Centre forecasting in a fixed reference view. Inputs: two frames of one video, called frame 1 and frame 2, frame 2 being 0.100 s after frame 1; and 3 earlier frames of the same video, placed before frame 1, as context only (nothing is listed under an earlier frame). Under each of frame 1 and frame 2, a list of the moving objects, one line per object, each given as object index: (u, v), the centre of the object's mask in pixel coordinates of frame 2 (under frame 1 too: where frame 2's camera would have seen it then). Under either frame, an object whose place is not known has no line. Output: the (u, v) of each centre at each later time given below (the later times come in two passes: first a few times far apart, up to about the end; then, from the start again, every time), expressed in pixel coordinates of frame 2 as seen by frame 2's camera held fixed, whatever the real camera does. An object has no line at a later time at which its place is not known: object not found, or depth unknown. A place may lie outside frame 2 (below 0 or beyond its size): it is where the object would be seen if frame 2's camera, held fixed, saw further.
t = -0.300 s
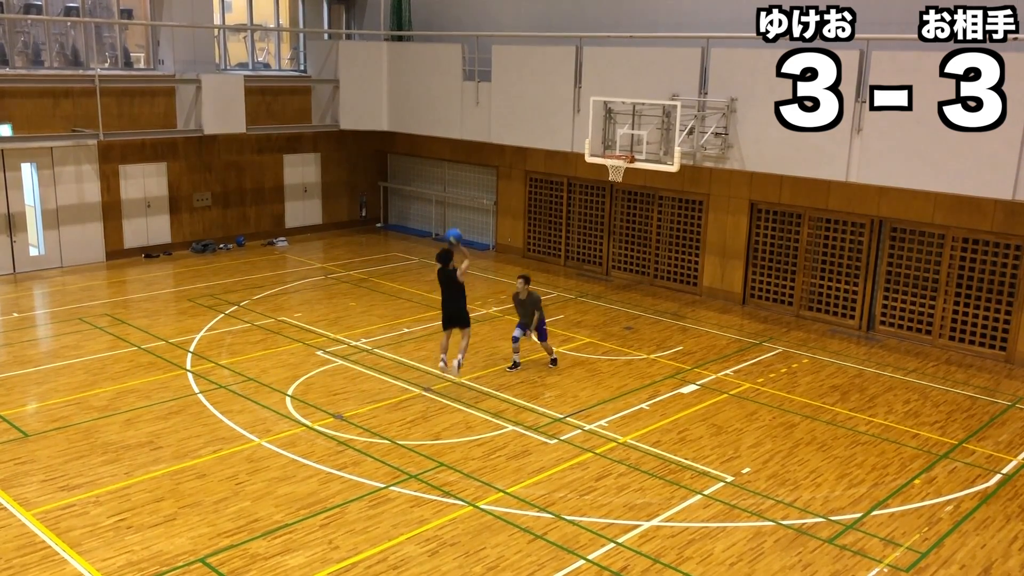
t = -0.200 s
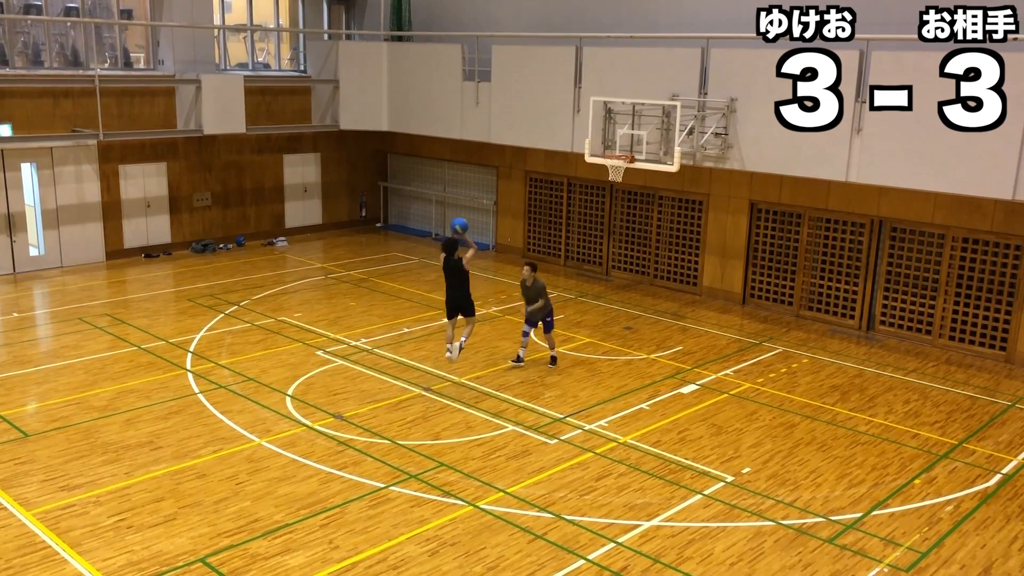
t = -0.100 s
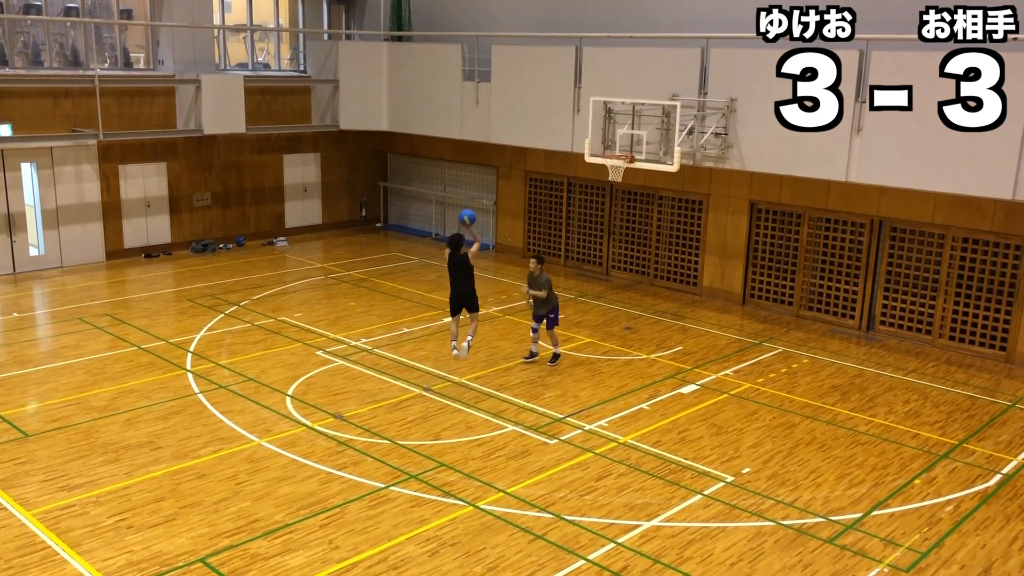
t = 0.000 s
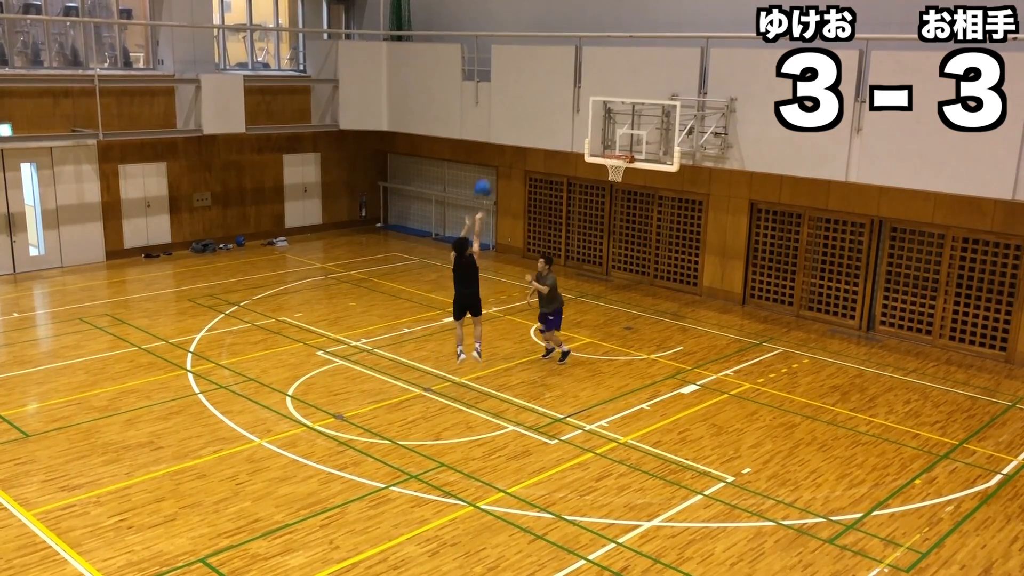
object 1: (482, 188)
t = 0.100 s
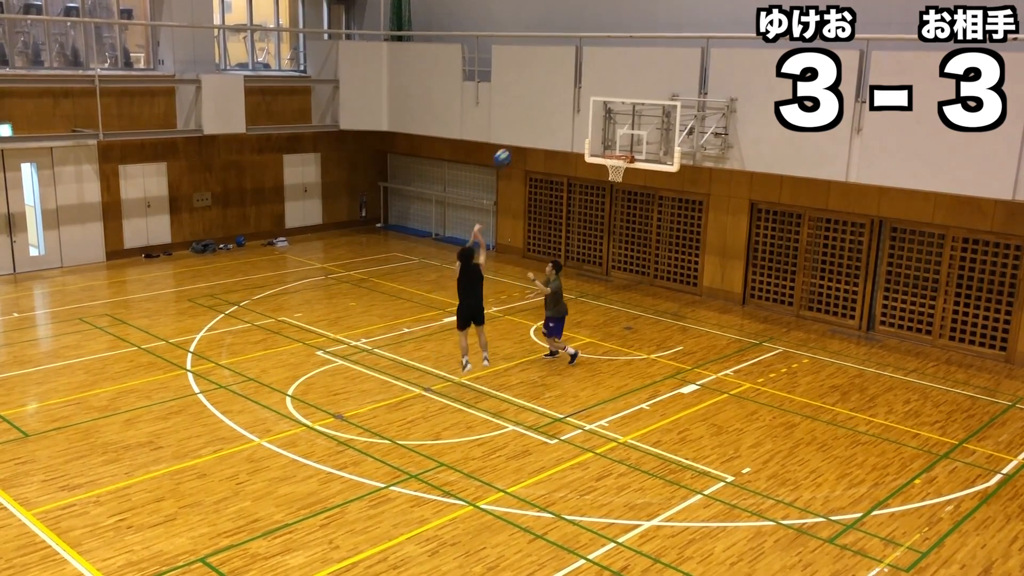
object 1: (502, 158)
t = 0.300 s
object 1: (538, 121)
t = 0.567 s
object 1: (581, 116)
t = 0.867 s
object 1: (617, 160)
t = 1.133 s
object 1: (613, 172)
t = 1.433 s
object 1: (609, 226)
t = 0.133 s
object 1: (509, 149)
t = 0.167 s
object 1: (515, 142)
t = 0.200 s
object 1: (521, 135)
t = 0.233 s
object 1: (527, 130)
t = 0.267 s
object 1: (533, 125)
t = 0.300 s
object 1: (538, 121)
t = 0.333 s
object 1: (544, 118)
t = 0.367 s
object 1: (550, 115)
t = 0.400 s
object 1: (555, 113)
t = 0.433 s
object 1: (561, 112)
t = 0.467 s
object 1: (566, 112)
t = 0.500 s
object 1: (571, 113)
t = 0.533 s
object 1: (576, 114)
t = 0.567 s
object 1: (581, 116)
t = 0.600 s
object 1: (586, 119)
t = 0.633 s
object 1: (590, 121)
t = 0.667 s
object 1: (595, 126)
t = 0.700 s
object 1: (599, 130)
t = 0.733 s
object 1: (604, 135)
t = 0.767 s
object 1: (608, 141)
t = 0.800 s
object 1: (611, 147)
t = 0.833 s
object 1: (616, 152)
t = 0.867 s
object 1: (617, 160)
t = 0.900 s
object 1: (617, 166)
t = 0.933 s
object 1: (616, 169)
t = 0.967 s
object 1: (615, 167)
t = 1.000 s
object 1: (614, 166)
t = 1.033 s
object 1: (613, 166)
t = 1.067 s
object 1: (613, 168)
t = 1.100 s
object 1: (613, 169)
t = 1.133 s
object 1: (613, 172)
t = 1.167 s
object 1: (612, 177)
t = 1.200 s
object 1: (612, 181)
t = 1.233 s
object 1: (612, 185)
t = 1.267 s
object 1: (612, 190)
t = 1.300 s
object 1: (612, 196)
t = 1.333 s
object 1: (611, 203)
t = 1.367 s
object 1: (611, 210)
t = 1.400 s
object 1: (610, 217)
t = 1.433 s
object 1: (609, 226)
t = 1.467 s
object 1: (609, 235)
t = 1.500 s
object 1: (608, 245)
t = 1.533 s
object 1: (608, 255)
